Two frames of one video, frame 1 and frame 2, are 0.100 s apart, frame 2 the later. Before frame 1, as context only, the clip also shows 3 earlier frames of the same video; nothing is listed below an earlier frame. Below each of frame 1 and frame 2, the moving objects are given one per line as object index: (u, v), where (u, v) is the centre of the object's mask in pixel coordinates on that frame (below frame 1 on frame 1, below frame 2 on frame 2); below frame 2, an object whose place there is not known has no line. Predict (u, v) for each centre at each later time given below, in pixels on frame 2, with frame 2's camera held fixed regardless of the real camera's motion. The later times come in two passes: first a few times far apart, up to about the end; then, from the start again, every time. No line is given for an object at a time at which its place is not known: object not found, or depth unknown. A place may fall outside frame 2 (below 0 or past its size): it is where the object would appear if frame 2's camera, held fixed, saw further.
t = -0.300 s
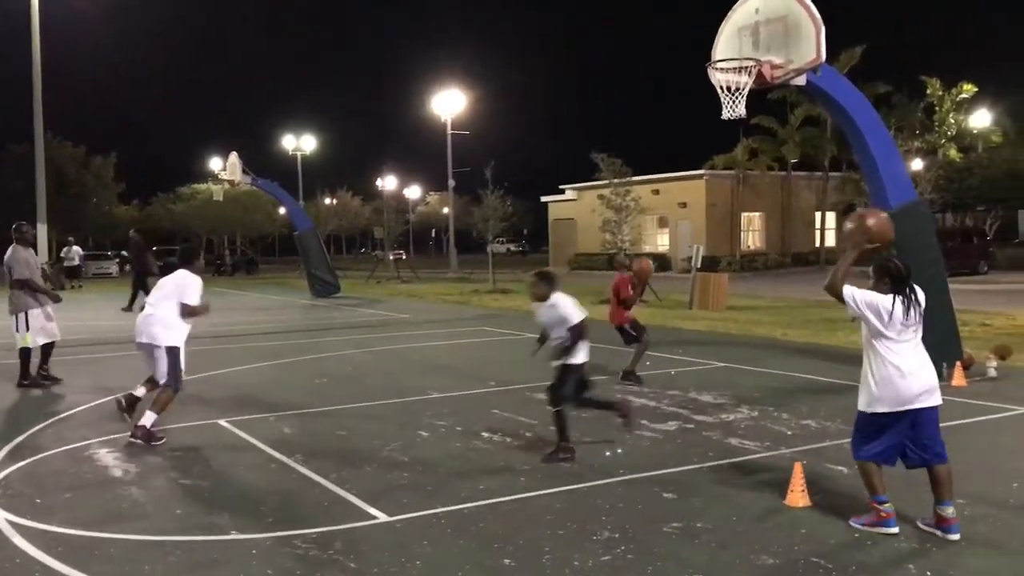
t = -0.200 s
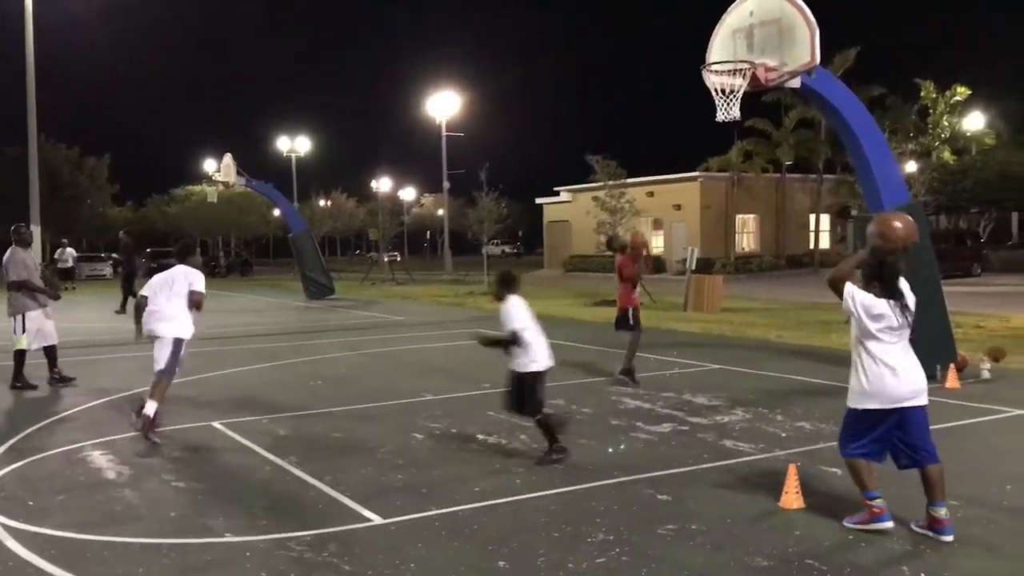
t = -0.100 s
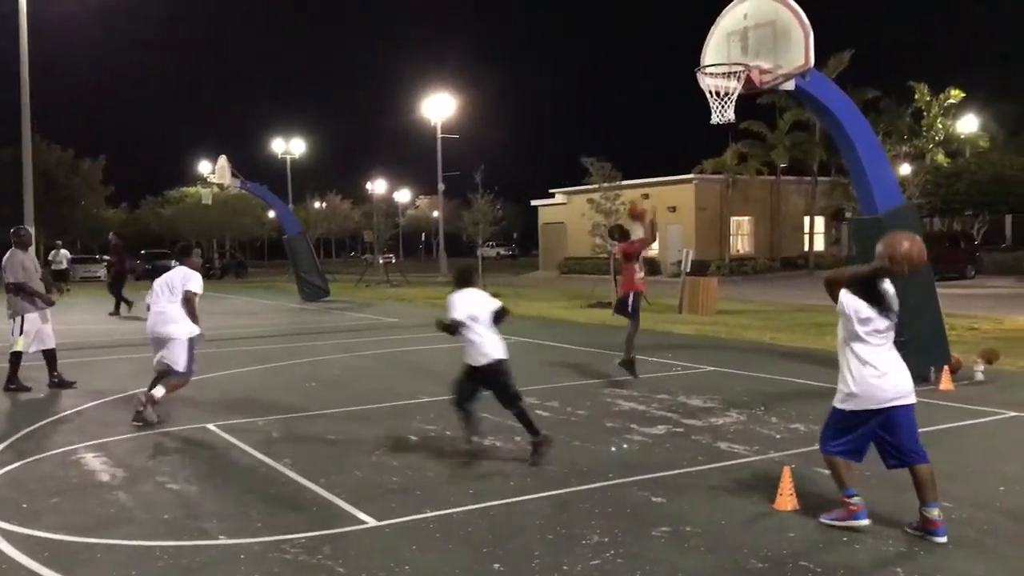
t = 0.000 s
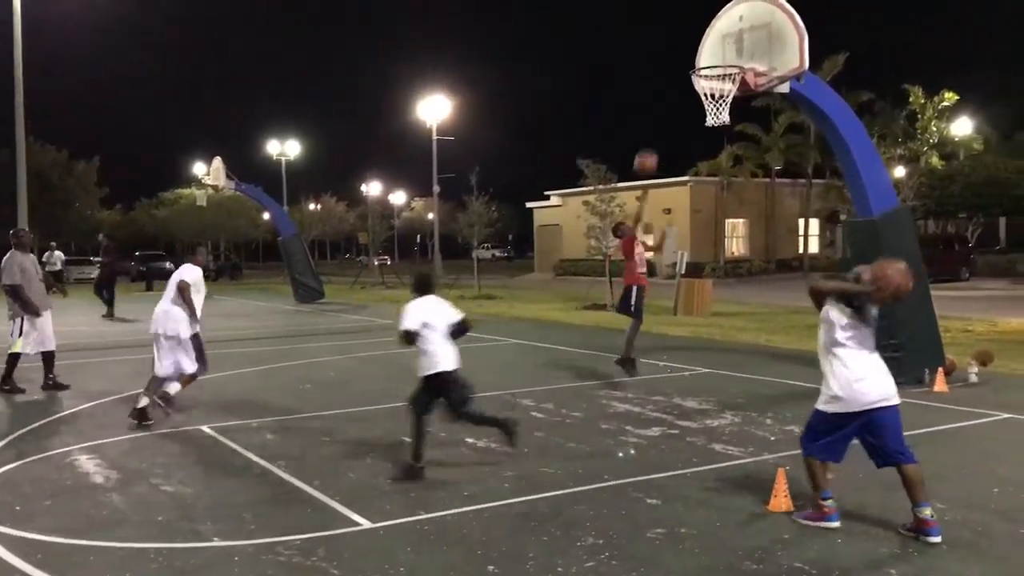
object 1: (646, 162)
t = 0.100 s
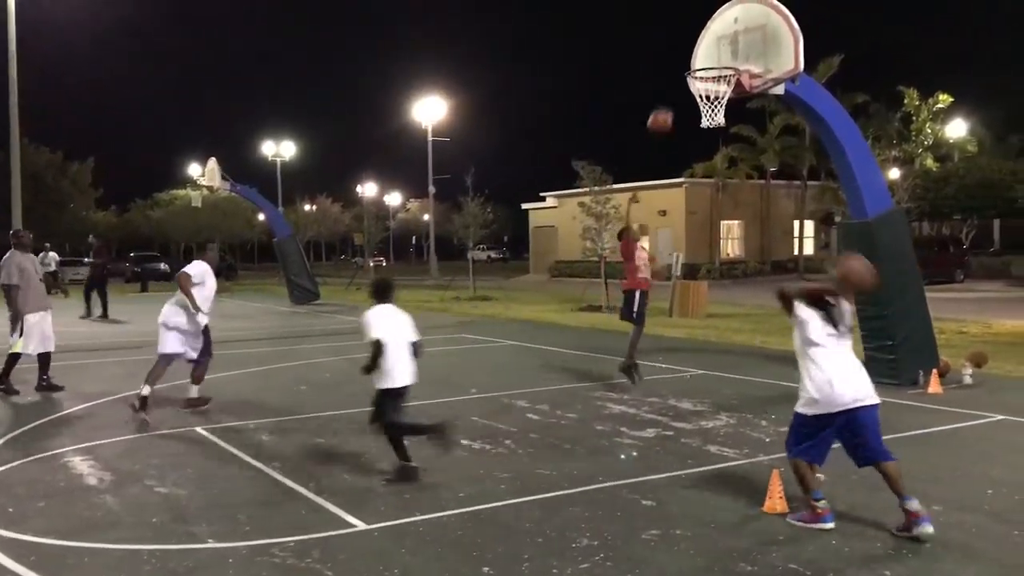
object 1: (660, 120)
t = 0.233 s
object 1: (684, 78)
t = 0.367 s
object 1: (715, 51)
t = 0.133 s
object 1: (667, 108)
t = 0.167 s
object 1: (673, 97)
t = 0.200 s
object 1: (679, 87)
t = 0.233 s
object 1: (684, 78)
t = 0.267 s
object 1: (691, 68)
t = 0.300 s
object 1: (699, 62)
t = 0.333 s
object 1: (708, 56)
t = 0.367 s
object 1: (715, 51)
